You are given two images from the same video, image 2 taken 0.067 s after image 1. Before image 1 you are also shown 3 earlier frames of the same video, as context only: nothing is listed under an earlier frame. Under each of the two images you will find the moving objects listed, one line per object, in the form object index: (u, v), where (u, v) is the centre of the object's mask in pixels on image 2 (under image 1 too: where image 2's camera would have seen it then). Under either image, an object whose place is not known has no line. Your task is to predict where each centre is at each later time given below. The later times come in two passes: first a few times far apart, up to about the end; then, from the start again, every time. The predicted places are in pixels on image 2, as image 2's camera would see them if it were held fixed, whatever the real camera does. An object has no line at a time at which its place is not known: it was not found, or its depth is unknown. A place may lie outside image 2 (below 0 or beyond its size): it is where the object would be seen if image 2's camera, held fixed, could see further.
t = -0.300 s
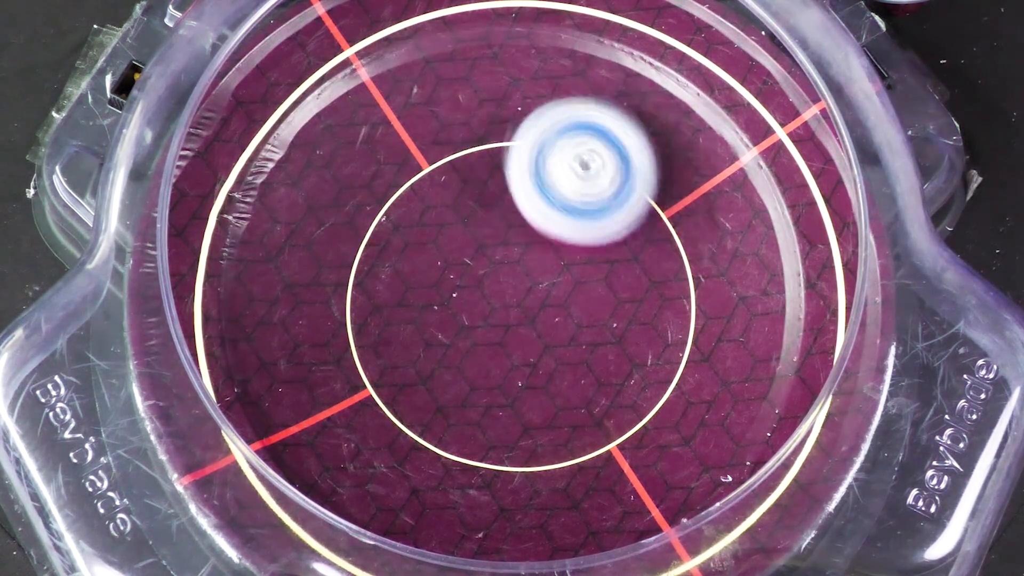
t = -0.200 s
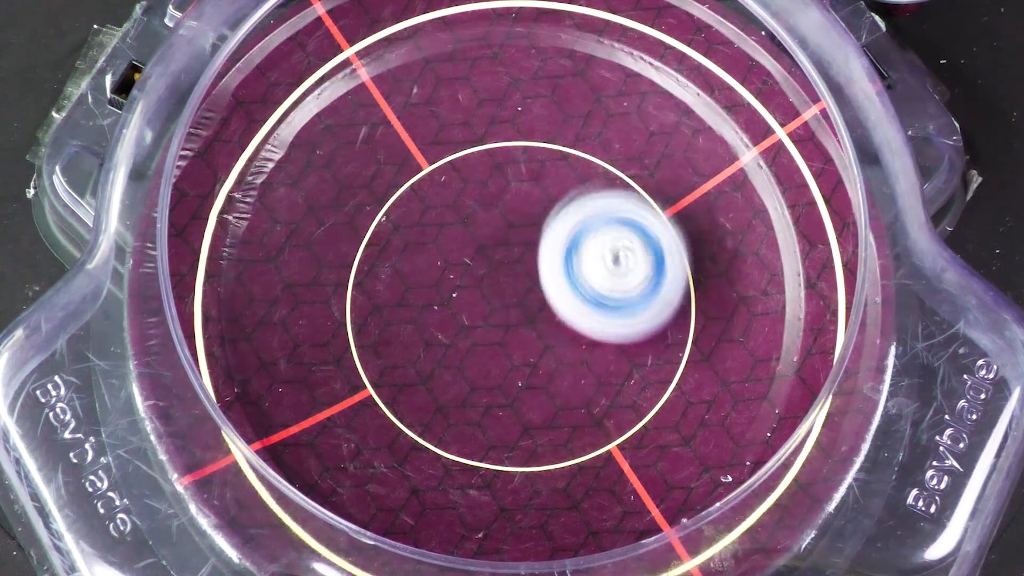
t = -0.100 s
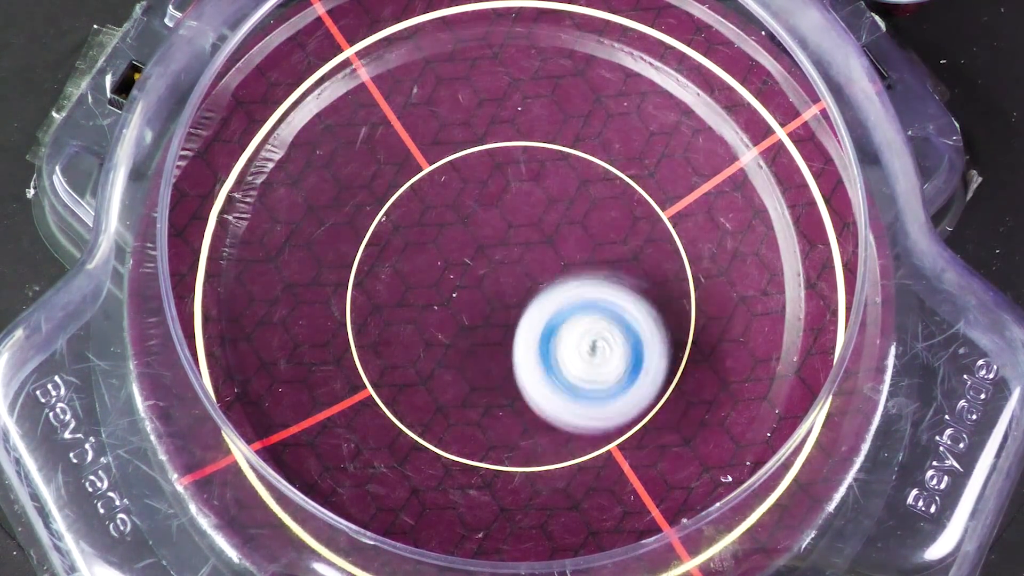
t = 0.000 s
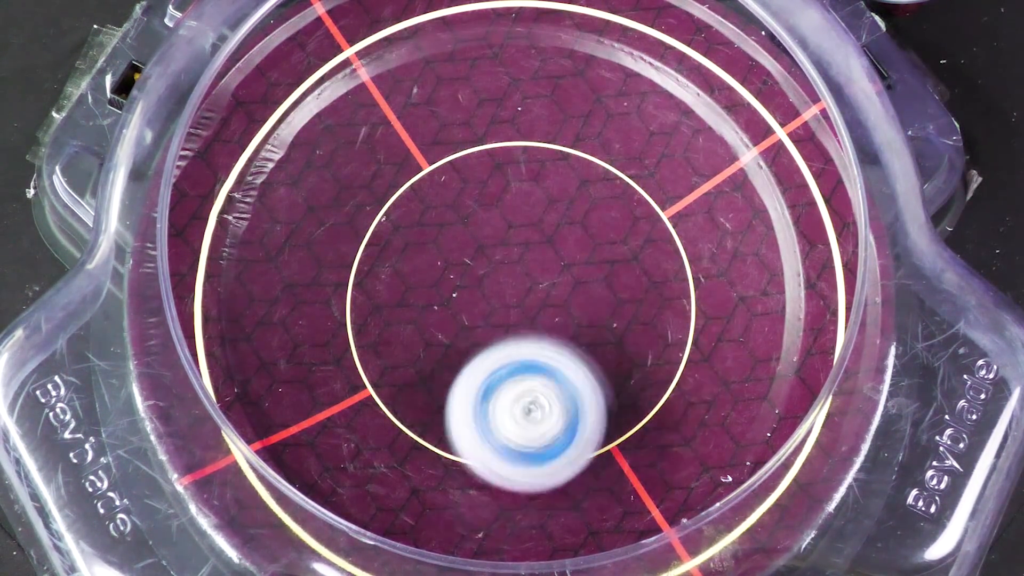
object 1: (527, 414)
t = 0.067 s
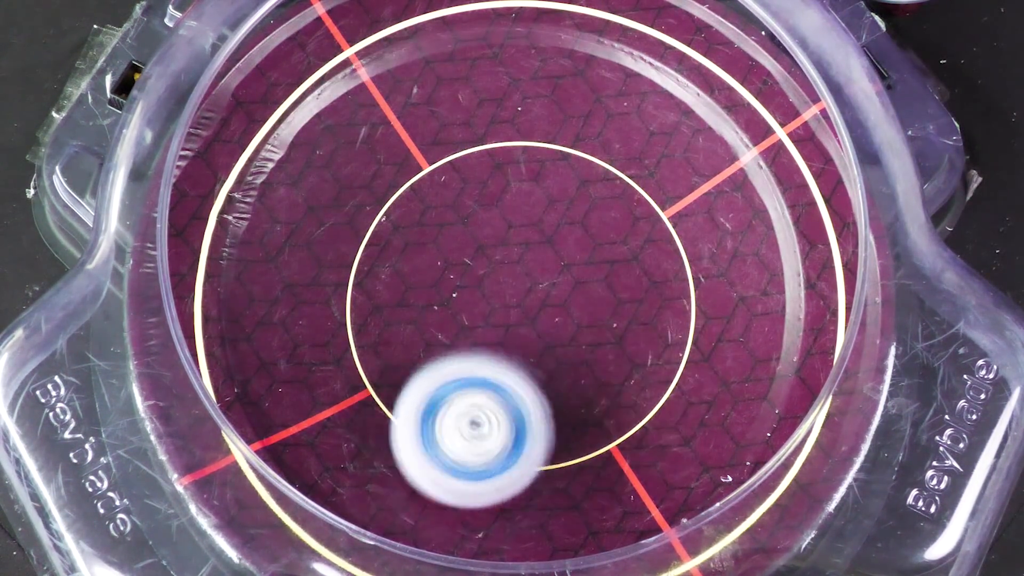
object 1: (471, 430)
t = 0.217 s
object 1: (353, 384)
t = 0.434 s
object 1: (369, 211)
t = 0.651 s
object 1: (569, 190)
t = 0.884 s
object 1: (666, 343)
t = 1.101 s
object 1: (533, 452)
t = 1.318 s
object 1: (401, 317)
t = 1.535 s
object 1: (487, 161)
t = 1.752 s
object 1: (652, 167)
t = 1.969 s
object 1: (674, 326)
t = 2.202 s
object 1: (472, 363)
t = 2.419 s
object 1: (385, 218)
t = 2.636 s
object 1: (481, 100)
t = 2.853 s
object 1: (627, 182)
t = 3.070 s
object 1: (571, 353)
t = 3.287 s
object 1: (404, 367)
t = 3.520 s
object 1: (344, 221)
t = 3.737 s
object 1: (496, 154)
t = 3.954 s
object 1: (624, 273)
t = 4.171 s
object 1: (571, 415)
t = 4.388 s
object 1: (417, 393)
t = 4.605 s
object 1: (413, 233)
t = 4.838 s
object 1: (572, 170)
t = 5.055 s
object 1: (676, 268)
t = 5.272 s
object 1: (579, 387)
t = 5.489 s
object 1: (427, 318)
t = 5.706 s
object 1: (427, 174)
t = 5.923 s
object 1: (557, 128)
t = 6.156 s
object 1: (628, 270)
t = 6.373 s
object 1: (502, 368)
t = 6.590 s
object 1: (374, 302)
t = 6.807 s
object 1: (406, 176)
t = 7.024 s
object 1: (558, 188)
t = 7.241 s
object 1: (610, 325)
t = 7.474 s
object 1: (494, 412)
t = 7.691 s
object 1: (398, 310)
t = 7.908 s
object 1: (475, 191)
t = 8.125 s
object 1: (612, 202)
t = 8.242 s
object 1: (653, 260)
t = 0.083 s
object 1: (458, 431)
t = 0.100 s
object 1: (443, 430)
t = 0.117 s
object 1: (429, 427)
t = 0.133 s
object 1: (415, 424)
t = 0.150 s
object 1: (401, 418)
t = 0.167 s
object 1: (388, 412)
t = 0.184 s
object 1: (375, 403)
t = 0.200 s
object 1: (365, 395)
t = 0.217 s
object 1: (353, 384)
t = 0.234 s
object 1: (345, 373)
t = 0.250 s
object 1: (335, 360)
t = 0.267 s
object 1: (330, 346)
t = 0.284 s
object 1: (323, 332)
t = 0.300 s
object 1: (322, 317)
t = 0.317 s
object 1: (320, 303)
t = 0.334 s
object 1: (323, 287)
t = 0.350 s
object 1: (325, 274)
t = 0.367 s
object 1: (331, 258)
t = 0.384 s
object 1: (338, 246)
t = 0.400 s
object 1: (348, 232)
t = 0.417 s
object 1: (356, 221)
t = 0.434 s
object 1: (369, 211)
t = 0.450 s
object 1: (381, 201)
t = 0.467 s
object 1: (396, 193)
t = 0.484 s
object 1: (410, 186)
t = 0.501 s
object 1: (426, 180)
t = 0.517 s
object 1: (441, 176)
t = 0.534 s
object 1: (458, 174)
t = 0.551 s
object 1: (474, 173)
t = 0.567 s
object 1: (490, 172)
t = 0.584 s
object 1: (507, 173)
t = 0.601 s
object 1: (522, 175)
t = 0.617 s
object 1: (539, 179)
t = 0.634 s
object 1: (553, 183)
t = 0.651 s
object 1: (569, 190)
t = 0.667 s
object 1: (581, 196)
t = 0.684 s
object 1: (595, 203)
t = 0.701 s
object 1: (606, 212)
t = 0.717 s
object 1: (618, 221)
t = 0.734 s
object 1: (628, 232)
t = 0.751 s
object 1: (637, 242)
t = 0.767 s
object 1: (645, 254)
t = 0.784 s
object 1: (651, 266)
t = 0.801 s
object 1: (659, 278)
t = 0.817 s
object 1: (662, 291)
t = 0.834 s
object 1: (666, 302)
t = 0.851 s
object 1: (666, 316)
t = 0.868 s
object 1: (667, 329)
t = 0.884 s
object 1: (666, 343)
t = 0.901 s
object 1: (663, 355)
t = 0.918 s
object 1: (660, 369)
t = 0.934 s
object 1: (654, 380)
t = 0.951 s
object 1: (647, 393)
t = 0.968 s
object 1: (639, 403)
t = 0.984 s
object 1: (631, 415)
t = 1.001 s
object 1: (619, 424)
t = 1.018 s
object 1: (608, 433)
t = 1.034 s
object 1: (594, 440)
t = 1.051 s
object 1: (581, 446)
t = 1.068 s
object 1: (565, 449)
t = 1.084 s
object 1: (550, 452)
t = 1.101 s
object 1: (533, 452)
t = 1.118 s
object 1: (519, 452)
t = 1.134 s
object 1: (502, 447)
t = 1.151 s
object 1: (488, 442)
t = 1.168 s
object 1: (474, 434)
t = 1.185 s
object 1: (461, 426)
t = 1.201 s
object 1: (448, 414)
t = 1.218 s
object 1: (437, 404)
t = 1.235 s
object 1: (429, 389)
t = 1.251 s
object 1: (420, 377)
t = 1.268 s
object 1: (414, 362)
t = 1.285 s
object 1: (407, 348)
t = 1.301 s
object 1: (406, 333)
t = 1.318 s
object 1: (401, 317)
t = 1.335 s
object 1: (402, 302)
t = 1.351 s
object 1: (402, 287)
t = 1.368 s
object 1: (406, 273)
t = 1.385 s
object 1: (408, 258)
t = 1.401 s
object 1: (414, 245)
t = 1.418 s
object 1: (420, 232)
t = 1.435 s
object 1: (426, 219)
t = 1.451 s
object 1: (435, 207)
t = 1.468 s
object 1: (443, 196)
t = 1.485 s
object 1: (454, 186)
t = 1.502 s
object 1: (463, 176)
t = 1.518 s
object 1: (475, 168)
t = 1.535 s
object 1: (487, 161)
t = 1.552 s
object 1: (499, 155)
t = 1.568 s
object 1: (512, 150)
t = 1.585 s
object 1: (525, 146)
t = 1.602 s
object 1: (539, 143)
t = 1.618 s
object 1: (551, 142)
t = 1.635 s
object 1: (566, 141)
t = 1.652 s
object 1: (578, 141)
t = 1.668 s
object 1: (593, 143)
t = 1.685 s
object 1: (604, 145)
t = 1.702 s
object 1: (619, 150)
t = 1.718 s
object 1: (629, 154)
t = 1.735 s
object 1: (642, 160)
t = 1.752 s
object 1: (652, 167)
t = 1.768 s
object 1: (664, 176)
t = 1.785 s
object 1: (672, 184)
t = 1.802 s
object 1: (682, 196)
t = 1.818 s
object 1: (687, 206)
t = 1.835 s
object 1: (693, 219)
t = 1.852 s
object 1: (697, 231)
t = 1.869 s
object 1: (699, 246)
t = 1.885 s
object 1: (699, 258)
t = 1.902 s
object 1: (698, 274)
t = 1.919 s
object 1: (695, 286)
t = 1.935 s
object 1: (690, 301)
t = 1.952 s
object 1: (684, 313)
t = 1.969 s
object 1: (674, 326)
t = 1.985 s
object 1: (666, 337)
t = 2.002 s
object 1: (653, 348)
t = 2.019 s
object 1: (641, 357)
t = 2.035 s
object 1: (626, 365)
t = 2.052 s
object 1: (613, 372)
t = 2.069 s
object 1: (597, 376)
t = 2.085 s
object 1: (581, 379)
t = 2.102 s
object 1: (566, 382)
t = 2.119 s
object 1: (549, 383)
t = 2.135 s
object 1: (533, 382)
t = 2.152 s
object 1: (517, 379)
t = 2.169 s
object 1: (502, 376)
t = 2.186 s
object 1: (486, 370)
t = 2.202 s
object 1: (472, 363)
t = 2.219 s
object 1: (460, 356)
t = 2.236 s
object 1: (446, 347)
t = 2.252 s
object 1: (435, 338)
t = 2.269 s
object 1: (426, 327)
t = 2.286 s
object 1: (415, 317)
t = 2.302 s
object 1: (408, 304)
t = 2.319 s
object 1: (401, 293)
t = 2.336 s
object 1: (396, 281)
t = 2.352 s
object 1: (391, 267)
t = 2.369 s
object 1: (387, 256)
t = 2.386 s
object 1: (387, 243)
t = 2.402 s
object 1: (384, 230)
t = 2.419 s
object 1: (385, 218)
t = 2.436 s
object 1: (386, 205)
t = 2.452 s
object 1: (389, 194)
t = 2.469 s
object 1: (393, 181)
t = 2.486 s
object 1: (397, 171)
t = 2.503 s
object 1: (403, 159)
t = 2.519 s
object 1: (409, 149)
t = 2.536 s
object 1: (417, 139)
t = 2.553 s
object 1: (426, 130)
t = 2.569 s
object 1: (435, 123)
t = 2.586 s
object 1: (445, 115)
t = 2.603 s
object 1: (457, 109)
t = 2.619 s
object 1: (468, 104)
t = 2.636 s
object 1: (481, 100)
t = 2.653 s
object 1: (493, 98)
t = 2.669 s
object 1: (507, 97)
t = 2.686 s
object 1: (521, 98)
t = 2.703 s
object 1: (533, 100)
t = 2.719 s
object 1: (548, 105)
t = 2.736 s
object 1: (560, 109)
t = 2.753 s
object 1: (573, 116)
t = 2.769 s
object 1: (585, 124)
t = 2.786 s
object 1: (595, 134)
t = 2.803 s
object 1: (606, 144)
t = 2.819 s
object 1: (614, 156)
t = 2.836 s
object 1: (622, 169)
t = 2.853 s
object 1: (627, 182)
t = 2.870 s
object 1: (632, 198)
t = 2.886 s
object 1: (636, 211)
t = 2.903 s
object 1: (636, 227)
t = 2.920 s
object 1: (636, 241)
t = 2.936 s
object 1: (633, 255)
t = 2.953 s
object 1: (630, 271)
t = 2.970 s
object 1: (625, 283)
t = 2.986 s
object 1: (618, 298)
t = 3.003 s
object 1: (613, 310)
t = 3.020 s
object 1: (602, 322)
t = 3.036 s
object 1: (594, 333)
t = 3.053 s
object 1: (584, 343)
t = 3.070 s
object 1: (571, 353)
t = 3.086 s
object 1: (561, 360)
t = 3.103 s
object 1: (547, 368)
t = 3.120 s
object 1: (535, 374)
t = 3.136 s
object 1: (521, 378)
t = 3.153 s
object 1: (507, 382)
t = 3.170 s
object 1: (495, 385)
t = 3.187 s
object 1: (480, 385)
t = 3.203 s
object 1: (466, 385)
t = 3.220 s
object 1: (454, 384)
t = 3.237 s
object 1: (440, 381)
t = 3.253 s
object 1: (428, 378)
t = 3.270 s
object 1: (416, 373)
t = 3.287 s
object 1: (404, 367)
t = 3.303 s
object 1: (393, 361)
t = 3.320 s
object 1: (383, 353)
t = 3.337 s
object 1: (373, 345)
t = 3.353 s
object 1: (364, 336)
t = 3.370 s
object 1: (357, 326)
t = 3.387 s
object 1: (349, 316)
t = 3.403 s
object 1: (344, 305)
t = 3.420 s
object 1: (340, 293)
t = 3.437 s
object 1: (336, 281)
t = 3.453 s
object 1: (335, 270)
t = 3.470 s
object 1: (336, 257)
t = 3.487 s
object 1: (335, 244)
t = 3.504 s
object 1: (339, 233)
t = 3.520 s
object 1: (344, 221)
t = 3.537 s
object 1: (348, 211)
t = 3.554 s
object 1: (356, 200)
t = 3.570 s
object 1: (366, 189)
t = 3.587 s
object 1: (374, 182)
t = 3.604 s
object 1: (387, 173)
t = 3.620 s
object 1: (399, 166)
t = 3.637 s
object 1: (410, 161)
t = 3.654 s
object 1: (425, 156)
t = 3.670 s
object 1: (439, 153)
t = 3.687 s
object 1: (452, 152)
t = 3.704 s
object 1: (468, 152)
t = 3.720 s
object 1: (482, 152)
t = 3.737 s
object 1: (496, 154)
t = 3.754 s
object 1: (512, 159)
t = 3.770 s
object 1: (525, 163)
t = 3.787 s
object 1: (537, 170)
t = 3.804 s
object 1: (552, 177)
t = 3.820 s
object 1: (563, 184)
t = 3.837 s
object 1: (573, 194)
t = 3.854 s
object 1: (585, 204)
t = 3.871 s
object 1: (593, 213)
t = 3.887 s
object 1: (601, 226)
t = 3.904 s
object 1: (610, 236)
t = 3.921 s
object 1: (614, 248)
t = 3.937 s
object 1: (619, 262)
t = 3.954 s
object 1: (624, 273)
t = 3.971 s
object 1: (625, 285)
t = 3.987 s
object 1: (628, 299)
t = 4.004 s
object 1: (629, 309)
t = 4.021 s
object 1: (627, 323)
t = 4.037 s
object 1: (626, 335)
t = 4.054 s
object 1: (622, 345)
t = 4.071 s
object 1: (617, 357)
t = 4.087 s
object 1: (613, 369)
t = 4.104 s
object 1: (606, 378)
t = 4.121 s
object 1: (598, 389)
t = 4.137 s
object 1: (591, 399)
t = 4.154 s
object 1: (581, 406)
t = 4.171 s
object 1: (571, 415)
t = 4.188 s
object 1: (561, 421)
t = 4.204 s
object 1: (549, 426)
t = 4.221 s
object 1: (536, 431)
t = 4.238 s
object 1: (525, 434)
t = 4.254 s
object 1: (512, 435)
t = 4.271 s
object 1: (498, 435)
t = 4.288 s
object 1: (485, 433)
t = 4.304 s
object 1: (472, 430)
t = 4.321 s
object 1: (460, 425)
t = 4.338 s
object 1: (448, 419)
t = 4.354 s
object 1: (437, 412)
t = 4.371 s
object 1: (427, 403)
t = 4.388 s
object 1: (417, 393)
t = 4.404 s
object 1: (408, 382)
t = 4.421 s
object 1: (403, 372)
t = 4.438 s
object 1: (395, 359)
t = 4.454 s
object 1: (391, 347)
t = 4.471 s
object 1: (388, 334)
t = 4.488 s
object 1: (386, 320)
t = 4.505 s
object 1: (386, 307)
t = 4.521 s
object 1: (386, 294)
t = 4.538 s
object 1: (389, 280)
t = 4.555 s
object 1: (394, 267)
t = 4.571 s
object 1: (397, 255)
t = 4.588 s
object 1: (404, 243)
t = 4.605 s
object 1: (413, 233)
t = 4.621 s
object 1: (420, 223)
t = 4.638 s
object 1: (428, 213)
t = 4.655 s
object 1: (440, 204)
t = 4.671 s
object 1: (450, 196)
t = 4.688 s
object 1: (460, 189)
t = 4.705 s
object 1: (472, 183)
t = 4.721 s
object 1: (486, 177)
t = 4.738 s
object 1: (497, 173)
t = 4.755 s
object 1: (508, 170)
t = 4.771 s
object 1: (523, 169)
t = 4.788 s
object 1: (535, 167)
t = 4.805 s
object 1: (545, 166)
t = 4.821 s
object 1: (559, 169)
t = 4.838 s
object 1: (572, 170)
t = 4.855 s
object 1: (583, 172)
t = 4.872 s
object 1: (594, 176)
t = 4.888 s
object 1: (607, 181)
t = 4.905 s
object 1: (616, 185)
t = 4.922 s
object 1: (626, 192)
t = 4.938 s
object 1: (636, 200)
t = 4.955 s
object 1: (646, 206)
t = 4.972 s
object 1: (653, 214)
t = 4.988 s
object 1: (660, 224)
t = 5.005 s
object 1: (667, 235)
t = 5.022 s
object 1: (671, 244)
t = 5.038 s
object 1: (673, 256)
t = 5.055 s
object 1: (676, 268)
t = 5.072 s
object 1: (678, 279)
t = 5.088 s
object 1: (675, 291)
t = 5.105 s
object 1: (673, 303)
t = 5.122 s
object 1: (671, 314)
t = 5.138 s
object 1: (663, 326)
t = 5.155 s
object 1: (657, 337)
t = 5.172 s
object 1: (650, 348)
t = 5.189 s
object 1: (641, 356)
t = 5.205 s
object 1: (630, 365)
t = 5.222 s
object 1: (618, 373)
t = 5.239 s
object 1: (606, 378)
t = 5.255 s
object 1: (593, 383)
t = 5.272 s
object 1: (579, 387)
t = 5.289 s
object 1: (565, 389)
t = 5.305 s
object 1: (552, 390)
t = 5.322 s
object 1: (537, 390)
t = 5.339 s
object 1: (523, 387)
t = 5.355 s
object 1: (509, 384)
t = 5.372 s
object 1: (496, 379)
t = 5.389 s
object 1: (484, 372)
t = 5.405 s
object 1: (472, 365)
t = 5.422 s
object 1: (461, 356)
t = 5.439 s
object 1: (452, 348)
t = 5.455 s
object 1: (442, 339)
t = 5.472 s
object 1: (434, 329)
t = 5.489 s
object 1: (427, 318)
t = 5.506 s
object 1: (421, 306)
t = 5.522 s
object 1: (416, 295)
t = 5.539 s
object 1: (411, 284)
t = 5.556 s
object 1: (409, 273)
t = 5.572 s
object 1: (407, 261)
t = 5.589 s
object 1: (406, 249)
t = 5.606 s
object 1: (407, 238)
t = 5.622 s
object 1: (407, 227)
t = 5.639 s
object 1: (409, 215)
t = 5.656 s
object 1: (414, 205)
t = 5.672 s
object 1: (417, 193)
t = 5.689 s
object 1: (422, 183)
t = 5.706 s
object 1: (427, 174)
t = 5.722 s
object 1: (434, 165)
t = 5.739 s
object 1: (443, 157)
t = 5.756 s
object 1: (450, 149)
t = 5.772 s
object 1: (458, 142)
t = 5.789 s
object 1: (468, 137)
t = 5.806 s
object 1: (479, 131)
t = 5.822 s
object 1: (489, 127)
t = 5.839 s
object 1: (499, 124)
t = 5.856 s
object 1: (510, 123)
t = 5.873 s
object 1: (524, 123)
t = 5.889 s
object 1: (534, 123)
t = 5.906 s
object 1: (546, 124)
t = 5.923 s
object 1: (557, 128)
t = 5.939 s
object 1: (570, 133)
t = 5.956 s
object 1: (581, 138)
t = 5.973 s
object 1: (590, 144)
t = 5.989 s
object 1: (599, 153)
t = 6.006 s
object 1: (609, 163)
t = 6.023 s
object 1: (616, 172)
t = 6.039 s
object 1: (622, 182)
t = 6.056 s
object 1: (626, 195)
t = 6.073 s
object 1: (631, 208)
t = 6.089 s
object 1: (635, 219)
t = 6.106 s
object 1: (634, 232)
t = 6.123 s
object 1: (634, 246)
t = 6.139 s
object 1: (632, 259)
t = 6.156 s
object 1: (628, 270)
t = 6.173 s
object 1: (623, 282)
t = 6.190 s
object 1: (616, 294)
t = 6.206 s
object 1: (610, 305)
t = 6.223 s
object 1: (604, 315)
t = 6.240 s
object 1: (594, 324)
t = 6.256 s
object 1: (584, 334)
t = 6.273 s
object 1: (574, 342)
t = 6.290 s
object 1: (563, 349)
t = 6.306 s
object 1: (553, 354)
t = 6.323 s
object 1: (539, 360)
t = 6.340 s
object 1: (527, 364)
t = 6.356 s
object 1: (515, 367)
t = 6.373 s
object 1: (502, 368)
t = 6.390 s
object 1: (490, 368)
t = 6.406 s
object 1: (477, 368)
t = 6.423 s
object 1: (465, 366)
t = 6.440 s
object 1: (453, 364)
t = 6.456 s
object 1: (442, 360)
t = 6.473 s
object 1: (432, 355)
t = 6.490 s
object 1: (420, 350)
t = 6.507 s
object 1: (411, 344)
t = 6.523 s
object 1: (402, 337)
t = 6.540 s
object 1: (393, 329)
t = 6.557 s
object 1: (387, 321)
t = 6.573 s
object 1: (379, 312)
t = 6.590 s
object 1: (374, 302)
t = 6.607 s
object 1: (369, 293)
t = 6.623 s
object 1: (365, 282)
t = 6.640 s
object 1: (363, 272)
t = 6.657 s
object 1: (361, 261)
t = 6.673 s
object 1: (362, 251)
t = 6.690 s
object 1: (363, 240)
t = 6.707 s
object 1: (365, 228)
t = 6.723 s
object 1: (369, 218)
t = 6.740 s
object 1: (374, 209)
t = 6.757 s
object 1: (381, 200)
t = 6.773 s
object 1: (388, 191)
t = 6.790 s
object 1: (397, 182)
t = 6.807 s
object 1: (406, 176)
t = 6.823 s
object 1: (417, 170)
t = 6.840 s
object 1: (429, 165)
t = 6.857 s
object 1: (439, 161)
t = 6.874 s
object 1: (452, 158)
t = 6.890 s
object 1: (464, 158)
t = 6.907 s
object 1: (478, 158)
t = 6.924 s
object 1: (491, 158)
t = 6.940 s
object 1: (502, 160)
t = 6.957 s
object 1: (514, 163)
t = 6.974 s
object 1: (525, 169)
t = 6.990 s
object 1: (537, 175)
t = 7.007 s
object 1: (549, 181)
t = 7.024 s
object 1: (558, 188)
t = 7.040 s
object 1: (567, 196)
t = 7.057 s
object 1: (576, 206)
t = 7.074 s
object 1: (584, 216)
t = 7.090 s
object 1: (592, 225)
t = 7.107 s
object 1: (597, 235)
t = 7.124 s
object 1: (601, 246)
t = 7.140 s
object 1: (605, 258)
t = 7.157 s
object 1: (609, 269)
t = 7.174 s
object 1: (613, 280)
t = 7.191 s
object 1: (613, 290)
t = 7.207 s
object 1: (612, 302)
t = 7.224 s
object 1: (611, 314)
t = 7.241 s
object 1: (610, 325)
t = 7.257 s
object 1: (608, 335)
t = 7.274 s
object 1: (603, 344)
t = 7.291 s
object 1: (597, 355)
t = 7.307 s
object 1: (590, 365)
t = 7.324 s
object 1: (584, 373)
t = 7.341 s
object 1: (577, 381)
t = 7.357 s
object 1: (568, 388)
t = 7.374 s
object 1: (560, 395)
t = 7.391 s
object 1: (549, 401)
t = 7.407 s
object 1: (539, 405)
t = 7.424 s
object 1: (528, 410)
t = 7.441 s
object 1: (517, 411)
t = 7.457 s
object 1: (507, 412)
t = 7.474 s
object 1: (494, 412)
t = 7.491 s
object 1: (484, 409)
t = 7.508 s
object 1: (472, 407)
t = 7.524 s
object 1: (461, 402)
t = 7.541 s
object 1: (450, 397)
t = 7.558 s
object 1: (440, 390)
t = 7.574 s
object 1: (432, 383)
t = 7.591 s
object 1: (423, 374)
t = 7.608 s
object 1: (416, 365)
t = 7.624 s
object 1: (409, 355)
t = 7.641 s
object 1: (404, 344)
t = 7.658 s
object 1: (400, 333)
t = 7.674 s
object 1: (397, 321)
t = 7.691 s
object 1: (398, 310)
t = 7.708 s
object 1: (396, 298)
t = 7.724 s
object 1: (398, 286)
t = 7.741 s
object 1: (400, 276)
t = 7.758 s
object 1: (404, 265)
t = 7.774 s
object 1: (408, 254)
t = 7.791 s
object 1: (414, 243)
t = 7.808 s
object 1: (422, 234)
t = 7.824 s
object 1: (428, 225)
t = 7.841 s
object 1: (437, 217)
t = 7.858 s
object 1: (445, 210)
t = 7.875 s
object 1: (455, 203)
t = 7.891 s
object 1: (464, 197)
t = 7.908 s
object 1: (475, 191)
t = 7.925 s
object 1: (486, 187)
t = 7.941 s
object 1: (497, 183)
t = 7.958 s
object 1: (508, 181)
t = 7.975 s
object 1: (518, 179)
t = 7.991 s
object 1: (529, 178)
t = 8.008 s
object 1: (540, 178)
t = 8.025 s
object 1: (552, 179)
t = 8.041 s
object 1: (564, 182)
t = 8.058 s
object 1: (574, 184)
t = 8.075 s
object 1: (585, 187)
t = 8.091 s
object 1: (593, 191)
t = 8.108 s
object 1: (603, 196)
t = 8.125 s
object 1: (612, 202)
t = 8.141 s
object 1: (621, 209)
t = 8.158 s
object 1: (630, 216)
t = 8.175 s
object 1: (636, 223)
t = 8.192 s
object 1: (643, 231)
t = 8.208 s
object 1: (647, 240)
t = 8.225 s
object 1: (651, 250)
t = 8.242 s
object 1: (653, 260)
